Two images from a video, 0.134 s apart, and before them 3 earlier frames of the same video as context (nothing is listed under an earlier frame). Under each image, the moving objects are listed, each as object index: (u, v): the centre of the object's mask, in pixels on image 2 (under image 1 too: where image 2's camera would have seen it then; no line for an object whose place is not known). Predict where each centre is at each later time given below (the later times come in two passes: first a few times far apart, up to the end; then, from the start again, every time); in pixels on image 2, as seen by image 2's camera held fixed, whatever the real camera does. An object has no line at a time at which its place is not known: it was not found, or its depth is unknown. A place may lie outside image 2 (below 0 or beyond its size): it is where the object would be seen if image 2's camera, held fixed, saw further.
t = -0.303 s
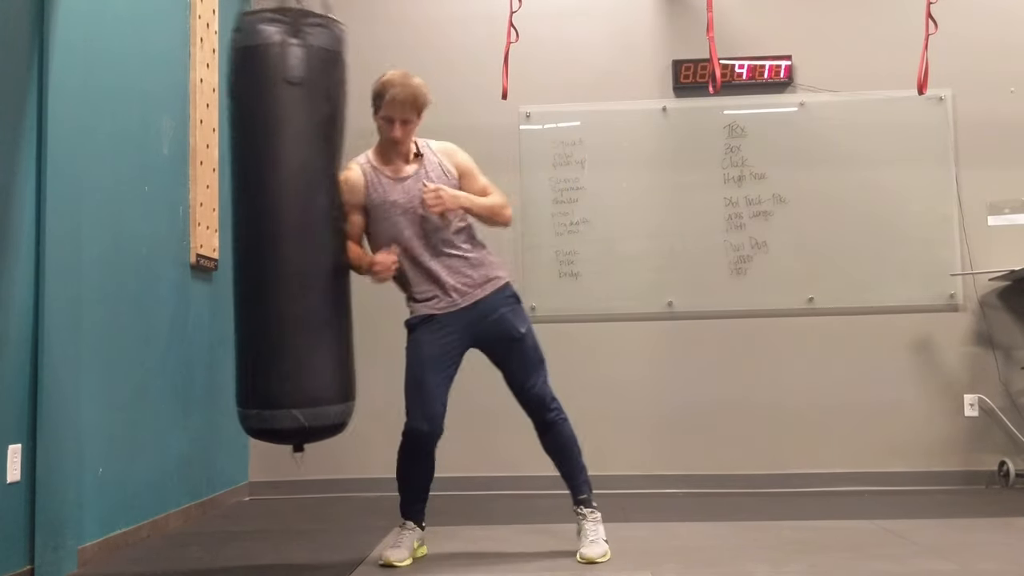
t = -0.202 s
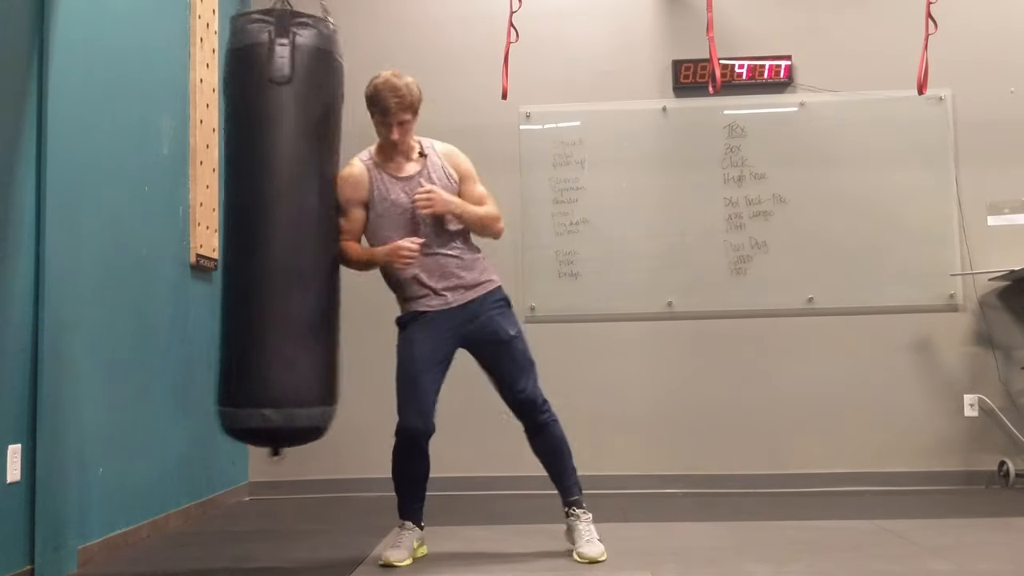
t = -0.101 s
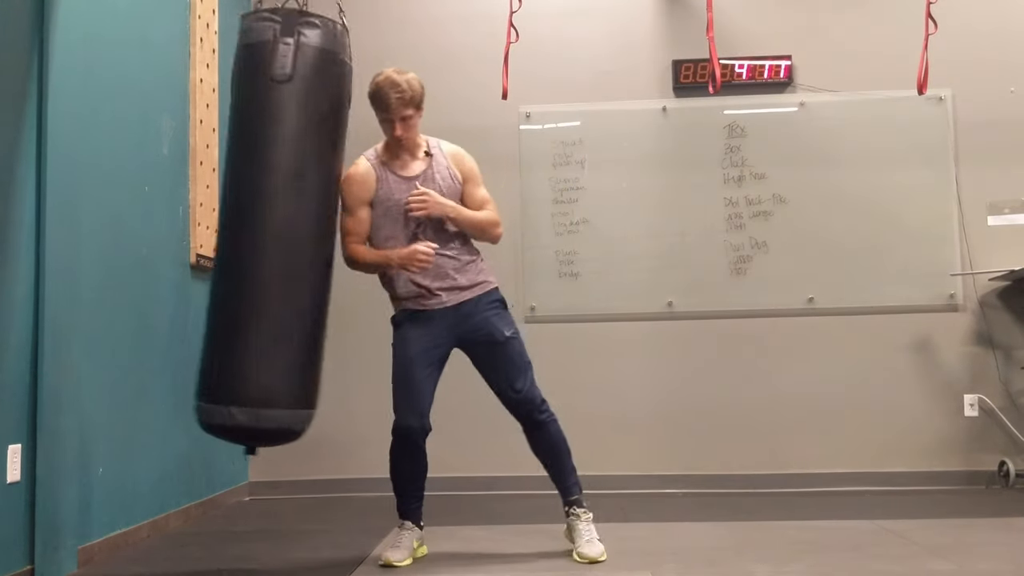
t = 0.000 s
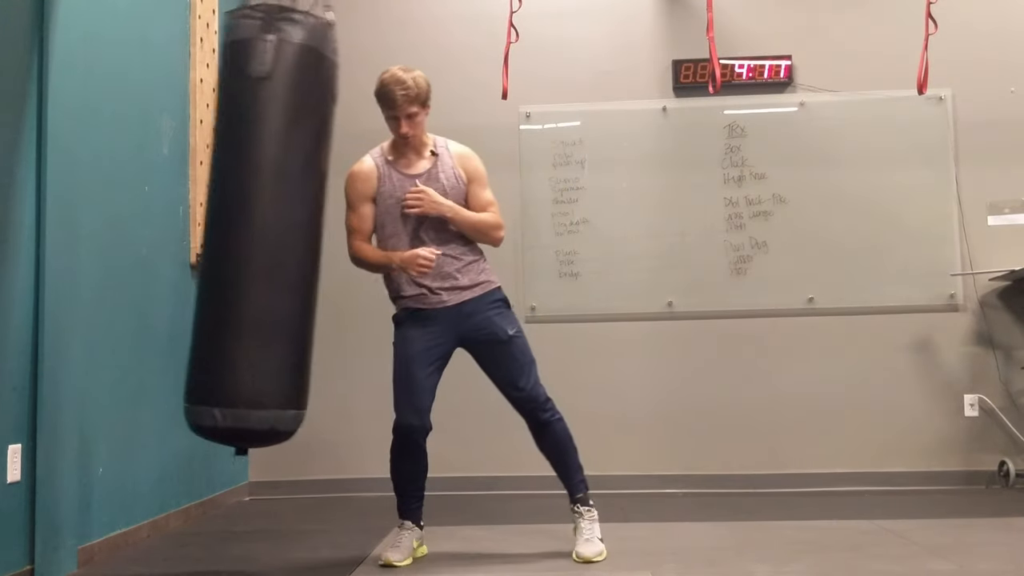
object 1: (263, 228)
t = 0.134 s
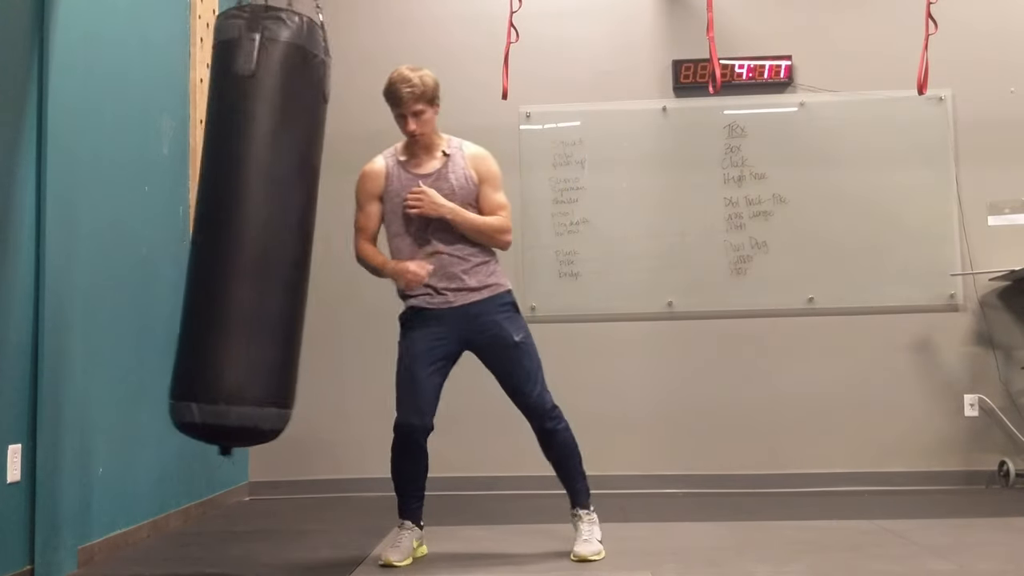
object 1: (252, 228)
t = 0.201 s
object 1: (251, 227)
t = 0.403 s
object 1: (248, 227)
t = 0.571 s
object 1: (256, 226)
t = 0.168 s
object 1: (251, 228)
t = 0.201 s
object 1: (251, 227)
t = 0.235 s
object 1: (250, 226)
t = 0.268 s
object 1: (248, 226)
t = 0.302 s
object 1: (247, 226)
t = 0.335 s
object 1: (246, 226)
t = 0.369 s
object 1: (246, 226)
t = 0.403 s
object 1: (248, 227)
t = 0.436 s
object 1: (249, 228)
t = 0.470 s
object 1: (251, 227)
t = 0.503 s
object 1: (253, 227)
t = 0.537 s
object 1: (254, 226)
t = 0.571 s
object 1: (256, 226)
